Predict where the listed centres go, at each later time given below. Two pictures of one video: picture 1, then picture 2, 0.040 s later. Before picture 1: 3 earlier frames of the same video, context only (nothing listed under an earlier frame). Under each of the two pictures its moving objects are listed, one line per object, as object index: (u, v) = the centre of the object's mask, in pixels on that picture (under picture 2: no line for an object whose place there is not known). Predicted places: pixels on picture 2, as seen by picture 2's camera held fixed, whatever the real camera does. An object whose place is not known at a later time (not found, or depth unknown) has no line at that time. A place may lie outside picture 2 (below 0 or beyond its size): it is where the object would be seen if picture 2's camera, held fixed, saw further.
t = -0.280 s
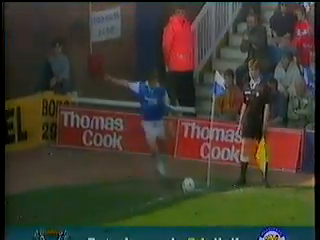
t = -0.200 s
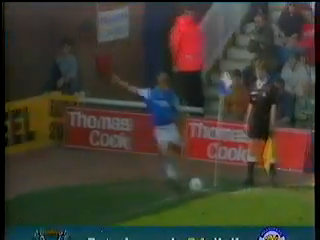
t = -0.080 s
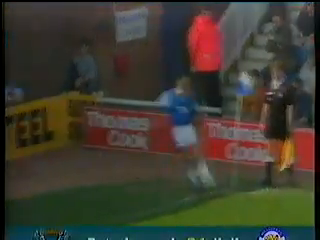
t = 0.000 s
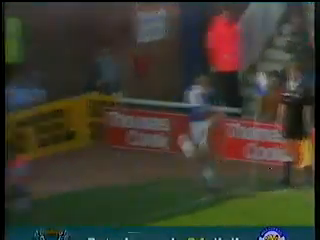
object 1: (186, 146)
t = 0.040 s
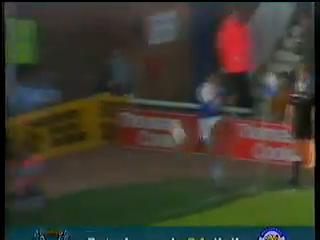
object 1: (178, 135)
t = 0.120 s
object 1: (142, 106)
